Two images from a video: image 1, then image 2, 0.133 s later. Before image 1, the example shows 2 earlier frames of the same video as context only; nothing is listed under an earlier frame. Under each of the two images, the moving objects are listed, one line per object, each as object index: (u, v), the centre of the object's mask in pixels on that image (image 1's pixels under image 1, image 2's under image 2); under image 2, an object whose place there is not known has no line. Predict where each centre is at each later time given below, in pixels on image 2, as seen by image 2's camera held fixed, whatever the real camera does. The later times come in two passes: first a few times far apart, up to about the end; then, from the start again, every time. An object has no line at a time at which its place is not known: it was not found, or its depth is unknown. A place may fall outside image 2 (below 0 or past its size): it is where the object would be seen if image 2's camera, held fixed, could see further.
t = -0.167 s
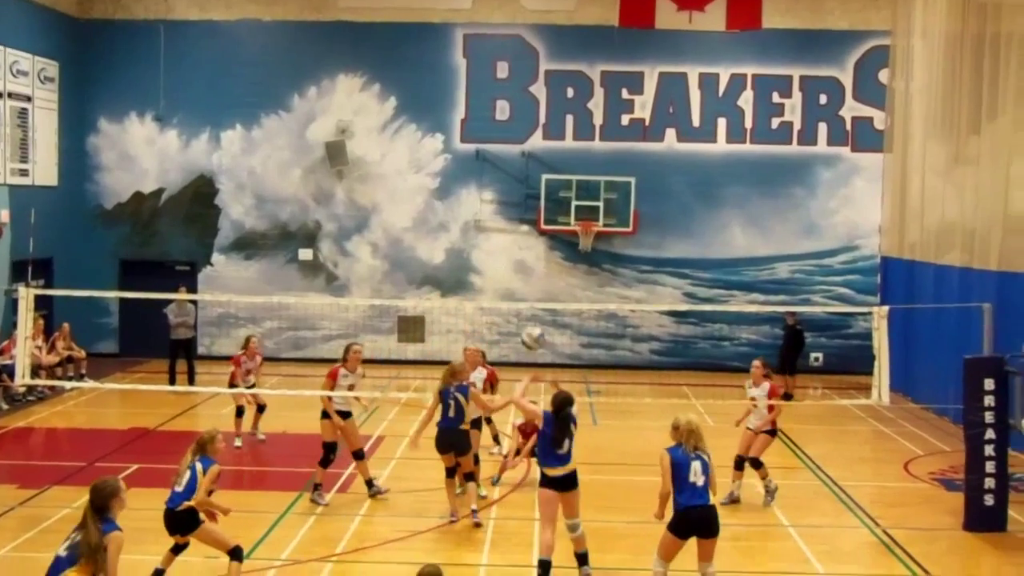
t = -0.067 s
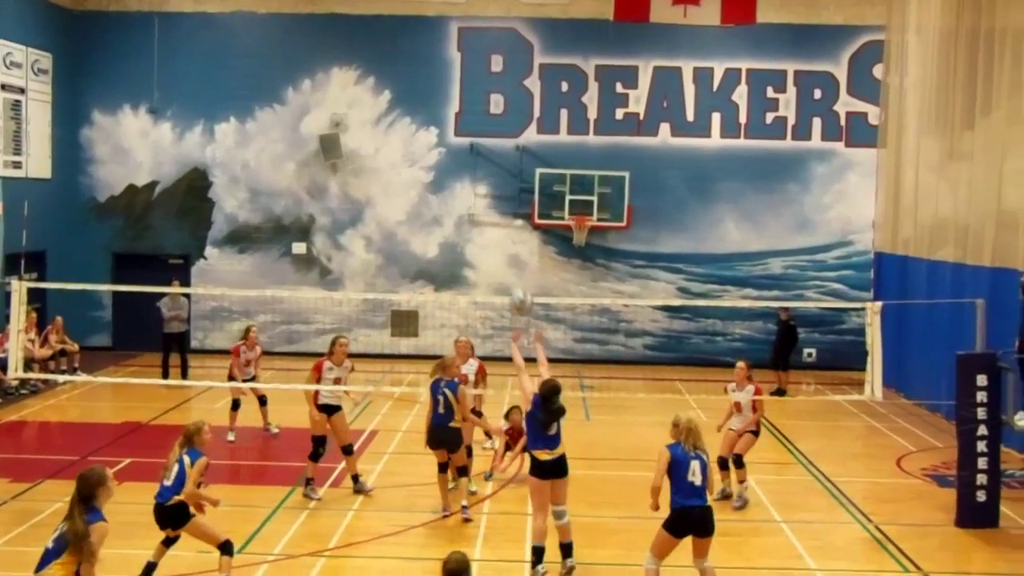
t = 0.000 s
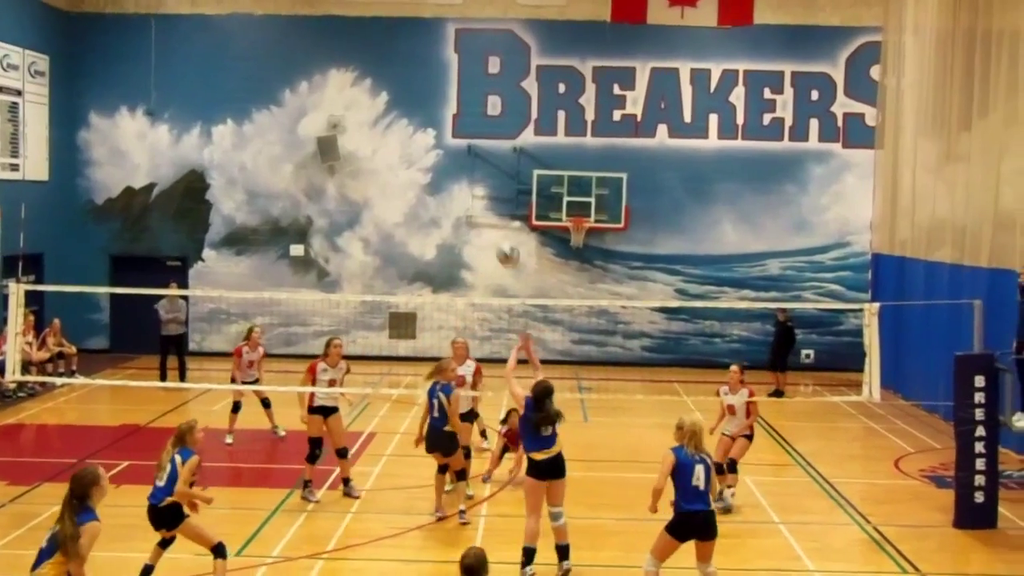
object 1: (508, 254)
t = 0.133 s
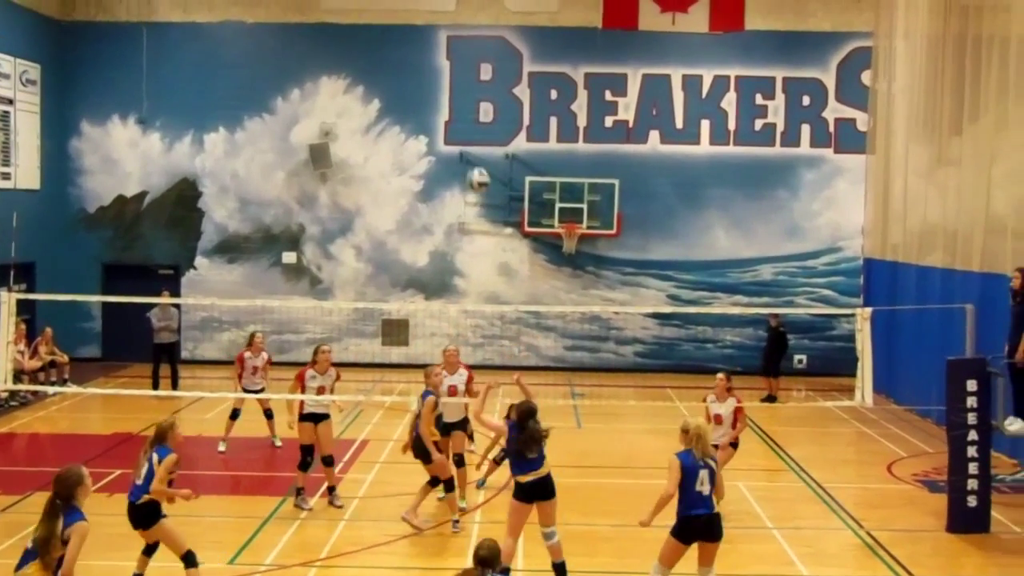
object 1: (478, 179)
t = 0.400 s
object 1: (440, 90)
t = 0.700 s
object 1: (403, 82)
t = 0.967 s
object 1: (373, 145)
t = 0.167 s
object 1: (472, 162)
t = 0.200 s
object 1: (467, 148)
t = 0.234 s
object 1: (463, 135)
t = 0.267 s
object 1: (458, 123)
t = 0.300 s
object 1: (454, 114)
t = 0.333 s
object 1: (450, 104)
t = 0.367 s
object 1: (445, 96)
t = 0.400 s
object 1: (440, 90)
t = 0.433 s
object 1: (436, 84)
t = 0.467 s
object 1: (432, 80)
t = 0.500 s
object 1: (427, 77)
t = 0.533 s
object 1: (423, 75)
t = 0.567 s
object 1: (419, 75)
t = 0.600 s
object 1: (415, 75)
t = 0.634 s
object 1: (411, 76)
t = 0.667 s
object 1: (406, 78)
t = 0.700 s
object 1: (403, 82)
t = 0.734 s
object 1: (399, 87)
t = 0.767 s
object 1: (395, 92)
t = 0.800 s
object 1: (390, 100)
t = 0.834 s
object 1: (386, 106)
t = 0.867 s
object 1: (384, 114)
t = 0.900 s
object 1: (381, 124)
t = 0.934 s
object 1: (377, 134)
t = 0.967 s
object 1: (373, 145)
